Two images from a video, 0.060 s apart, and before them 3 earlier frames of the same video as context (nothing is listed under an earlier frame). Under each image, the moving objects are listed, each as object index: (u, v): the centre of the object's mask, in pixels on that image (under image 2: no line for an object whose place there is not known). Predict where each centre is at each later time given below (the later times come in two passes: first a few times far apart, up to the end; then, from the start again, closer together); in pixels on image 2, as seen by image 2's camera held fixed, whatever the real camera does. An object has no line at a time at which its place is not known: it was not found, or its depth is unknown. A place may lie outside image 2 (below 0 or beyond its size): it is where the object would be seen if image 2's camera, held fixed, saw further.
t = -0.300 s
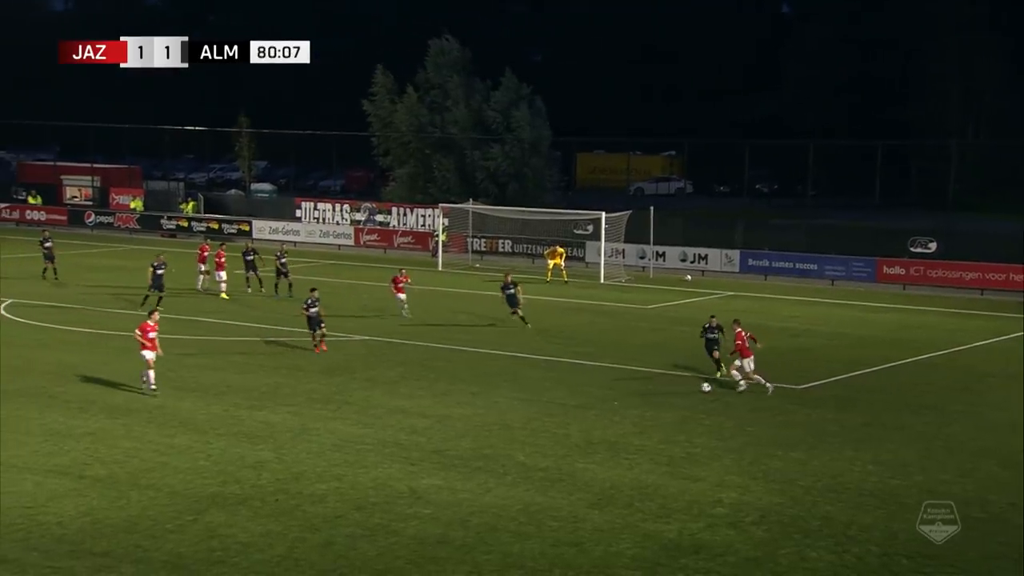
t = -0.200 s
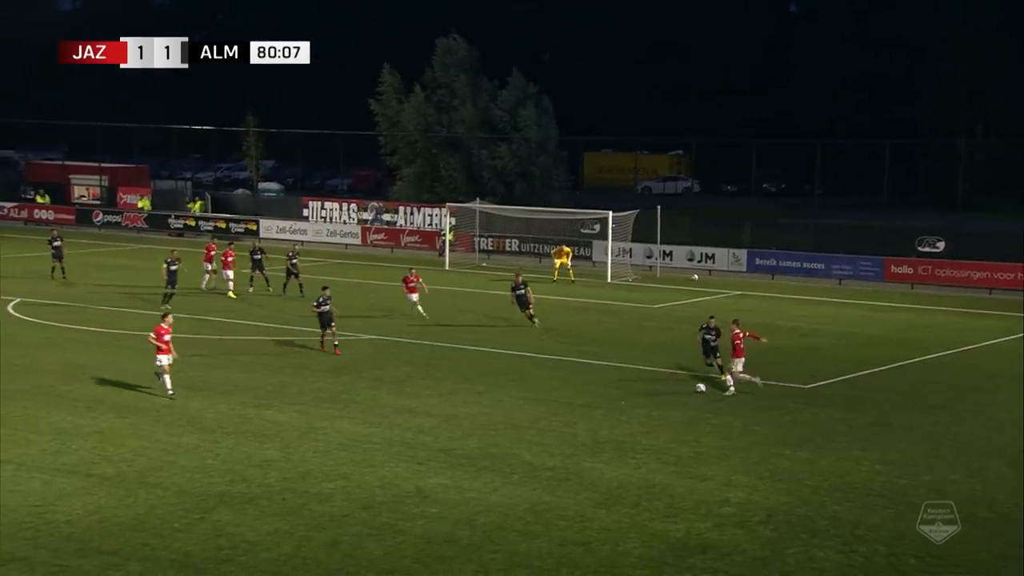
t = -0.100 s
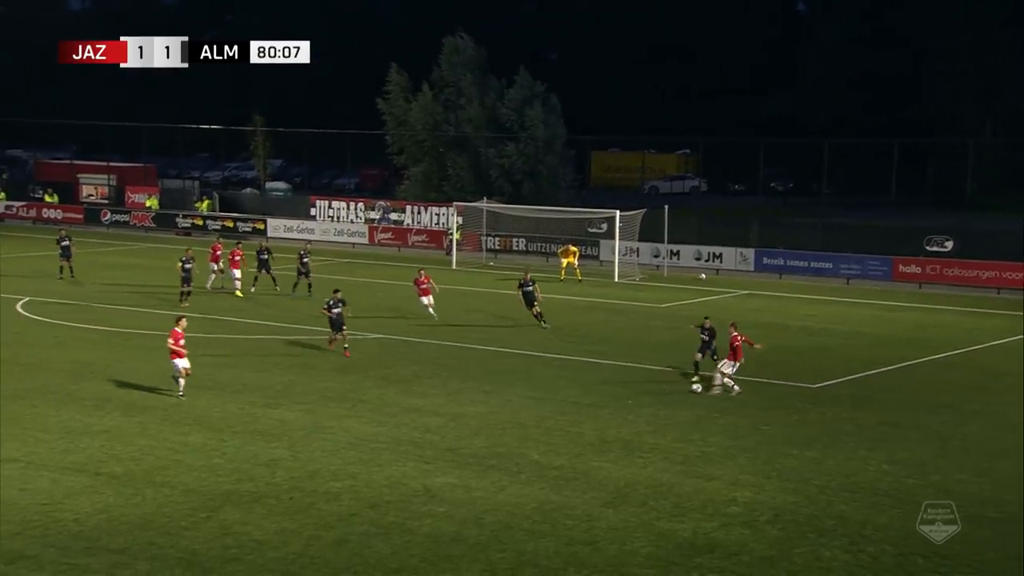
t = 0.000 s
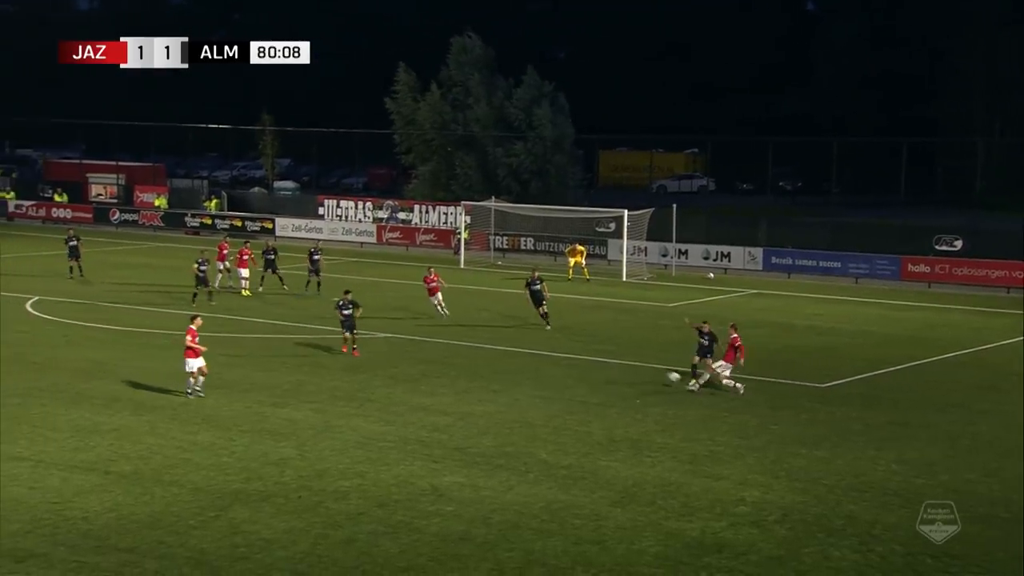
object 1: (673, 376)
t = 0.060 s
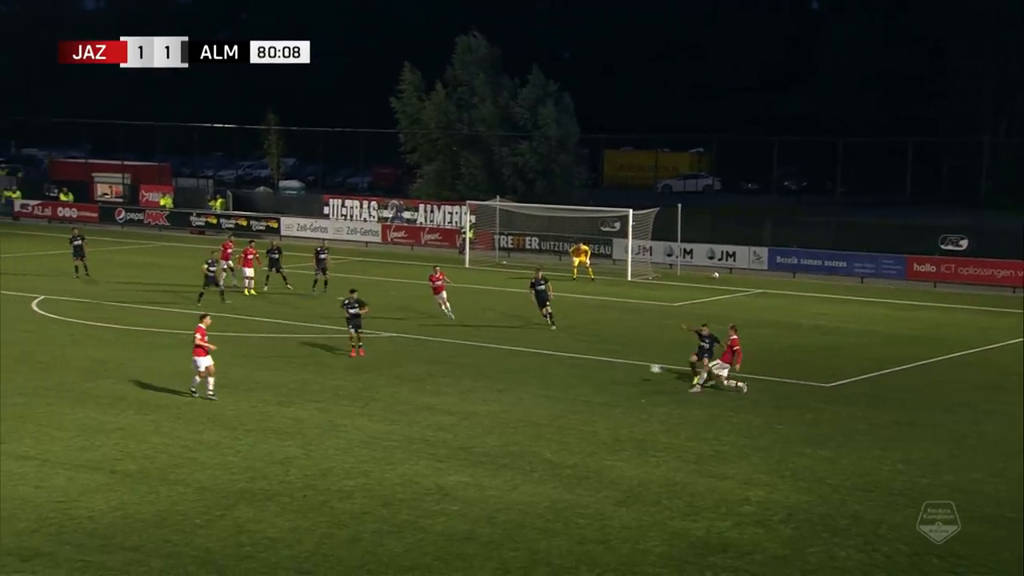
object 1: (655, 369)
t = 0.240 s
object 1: (589, 356)
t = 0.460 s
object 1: (522, 351)
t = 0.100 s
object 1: (639, 364)
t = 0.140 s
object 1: (625, 361)
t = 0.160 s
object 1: (618, 360)
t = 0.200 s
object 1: (604, 358)
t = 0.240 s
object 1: (589, 356)
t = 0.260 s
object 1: (583, 356)
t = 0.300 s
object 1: (570, 356)
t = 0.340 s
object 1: (556, 356)
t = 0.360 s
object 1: (550, 357)
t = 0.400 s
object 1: (538, 358)
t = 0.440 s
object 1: (527, 354)
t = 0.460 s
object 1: (522, 351)
